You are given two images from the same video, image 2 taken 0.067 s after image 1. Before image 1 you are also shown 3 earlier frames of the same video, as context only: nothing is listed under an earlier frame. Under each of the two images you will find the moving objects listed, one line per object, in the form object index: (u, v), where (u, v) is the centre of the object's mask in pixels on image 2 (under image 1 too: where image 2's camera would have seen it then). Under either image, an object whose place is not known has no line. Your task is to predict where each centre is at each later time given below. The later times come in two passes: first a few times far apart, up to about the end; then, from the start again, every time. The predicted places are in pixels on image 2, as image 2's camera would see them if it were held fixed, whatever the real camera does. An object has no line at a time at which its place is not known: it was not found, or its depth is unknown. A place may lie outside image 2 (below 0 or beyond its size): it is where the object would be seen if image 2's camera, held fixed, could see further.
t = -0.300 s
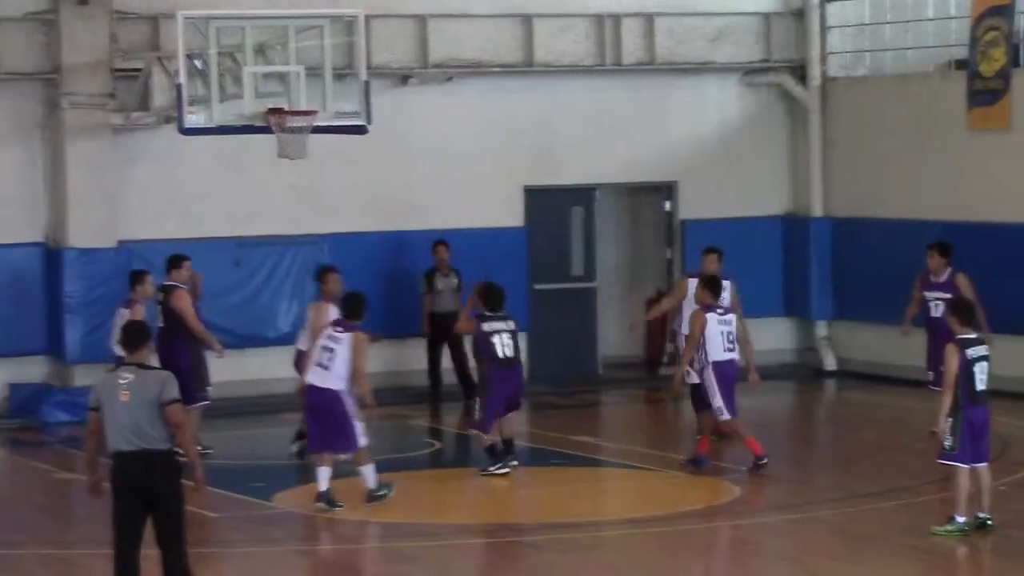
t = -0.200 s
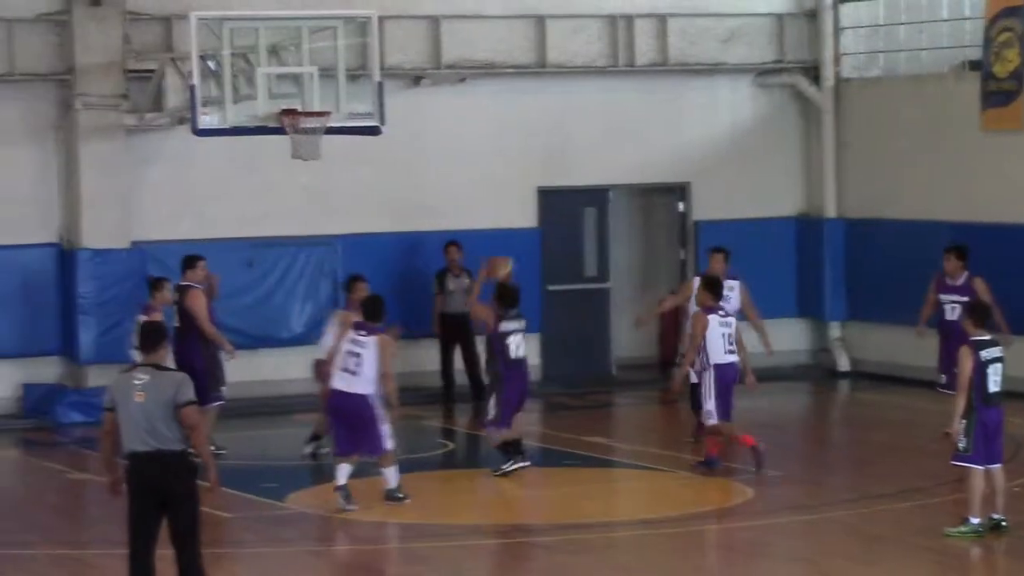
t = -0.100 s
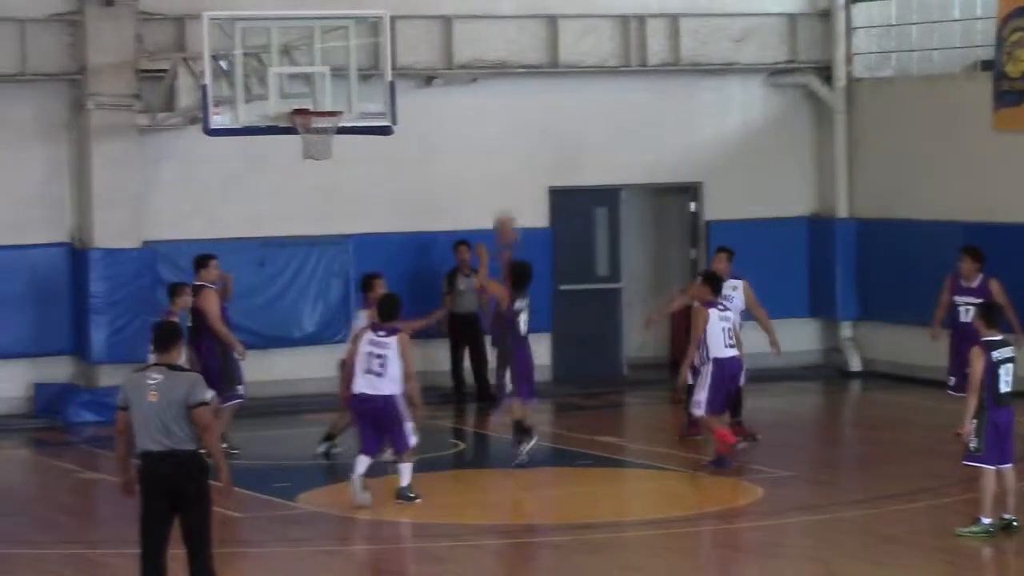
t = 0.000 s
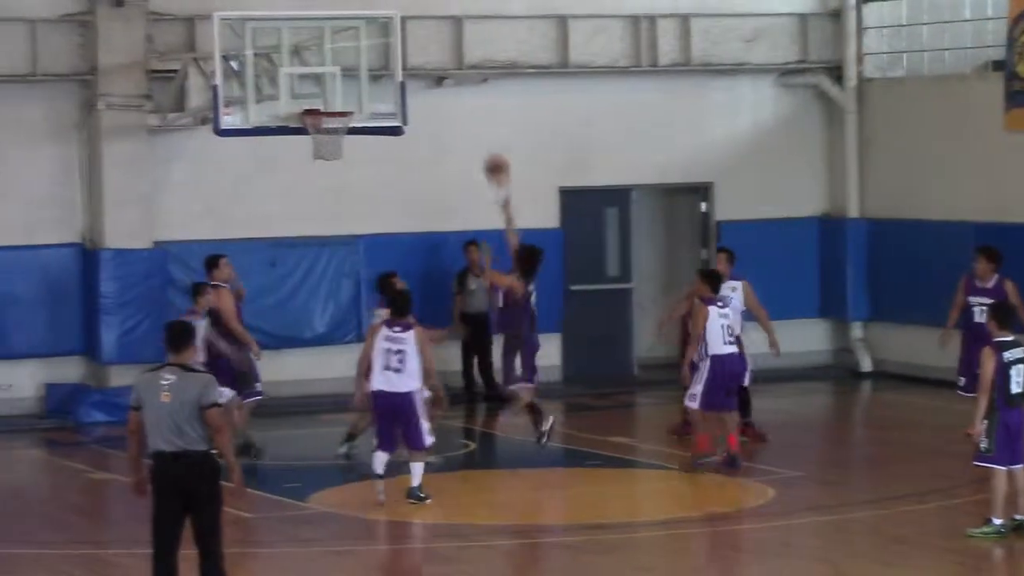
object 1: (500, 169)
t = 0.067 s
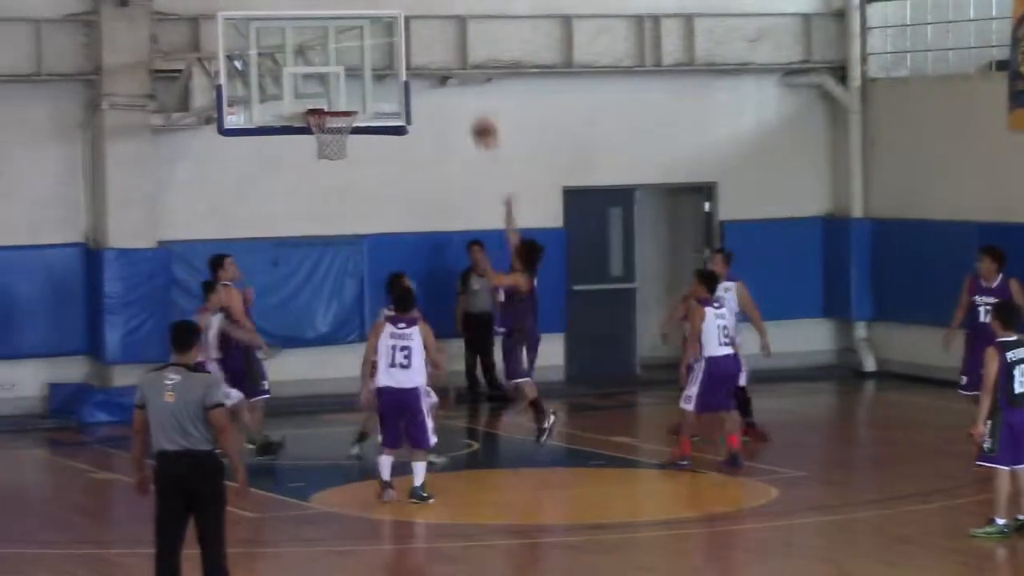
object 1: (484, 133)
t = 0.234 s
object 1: (445, 63)
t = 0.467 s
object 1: (394, 16)
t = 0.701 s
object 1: (346, 31)
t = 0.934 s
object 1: (311, 100)
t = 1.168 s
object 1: (349, 93)
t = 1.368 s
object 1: (384, 138)
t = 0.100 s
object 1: (476, 116)
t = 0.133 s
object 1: (469, 101)
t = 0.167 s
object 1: (459, 86)
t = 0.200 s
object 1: (450, 71)
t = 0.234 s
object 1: (445, 63)
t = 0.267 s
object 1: (439, 52)
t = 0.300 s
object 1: (430, 40)
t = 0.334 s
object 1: (424, 35)
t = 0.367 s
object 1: (416, 27)
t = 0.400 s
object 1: (408, 23)
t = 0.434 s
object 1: (401, 19)
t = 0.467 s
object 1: (394, 16)
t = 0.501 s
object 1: (387, 14)
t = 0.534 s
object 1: (380, 14)
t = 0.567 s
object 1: (372, 15)
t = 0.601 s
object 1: (367, 18)
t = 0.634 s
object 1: (359, 21)
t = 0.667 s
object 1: (352, 26)
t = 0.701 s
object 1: (346, 31)
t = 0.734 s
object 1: (339, 39)
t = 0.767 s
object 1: (333, 46)
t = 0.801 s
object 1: (326, 56)
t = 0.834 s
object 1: (320, 67)
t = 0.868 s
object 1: (314, 78)
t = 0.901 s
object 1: (310, 89)
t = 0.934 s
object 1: (311, 100)
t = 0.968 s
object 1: (317, 98)
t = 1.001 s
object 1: (323, 92)
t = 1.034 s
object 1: (327, 91)
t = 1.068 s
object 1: (333, 90)
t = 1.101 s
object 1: (337, 90)
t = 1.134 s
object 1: (344, 91)
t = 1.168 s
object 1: (349, 93)
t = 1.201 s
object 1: (356, 99)
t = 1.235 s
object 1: (361, 102)
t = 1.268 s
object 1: (367, 107)
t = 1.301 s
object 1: (372, 115)
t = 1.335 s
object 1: (378, 125)
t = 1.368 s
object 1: (384, 138)
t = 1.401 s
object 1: (390, 148)
